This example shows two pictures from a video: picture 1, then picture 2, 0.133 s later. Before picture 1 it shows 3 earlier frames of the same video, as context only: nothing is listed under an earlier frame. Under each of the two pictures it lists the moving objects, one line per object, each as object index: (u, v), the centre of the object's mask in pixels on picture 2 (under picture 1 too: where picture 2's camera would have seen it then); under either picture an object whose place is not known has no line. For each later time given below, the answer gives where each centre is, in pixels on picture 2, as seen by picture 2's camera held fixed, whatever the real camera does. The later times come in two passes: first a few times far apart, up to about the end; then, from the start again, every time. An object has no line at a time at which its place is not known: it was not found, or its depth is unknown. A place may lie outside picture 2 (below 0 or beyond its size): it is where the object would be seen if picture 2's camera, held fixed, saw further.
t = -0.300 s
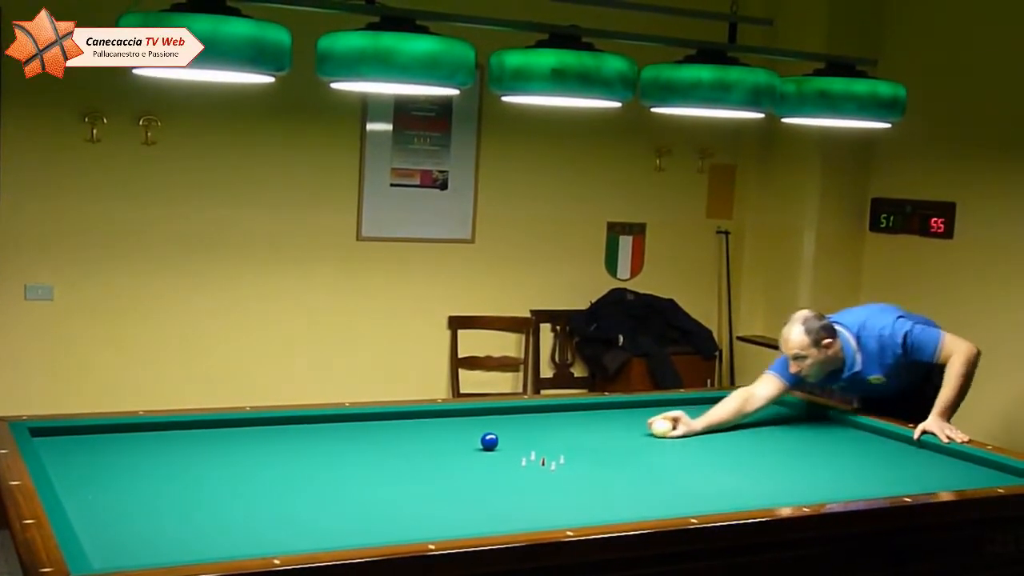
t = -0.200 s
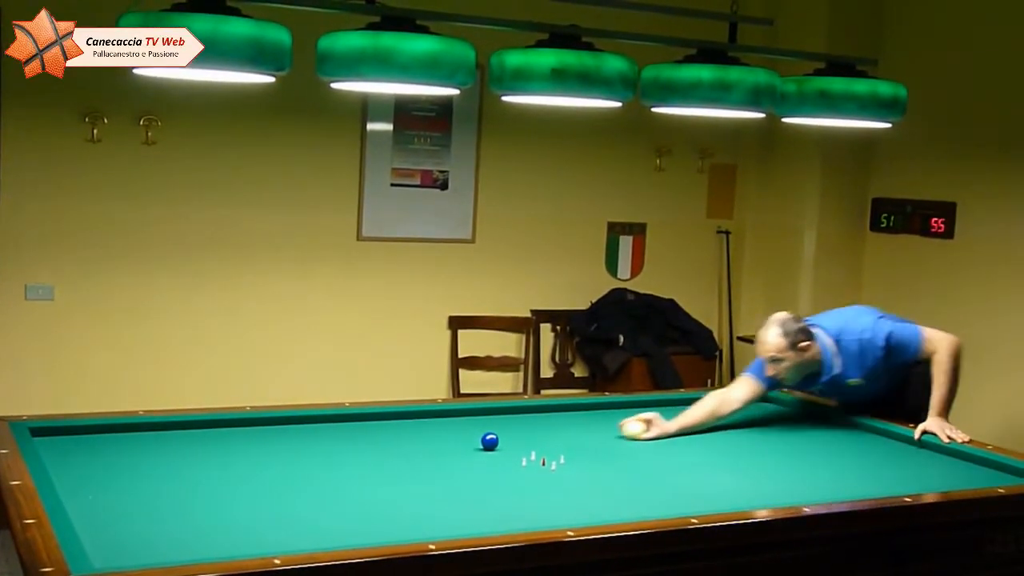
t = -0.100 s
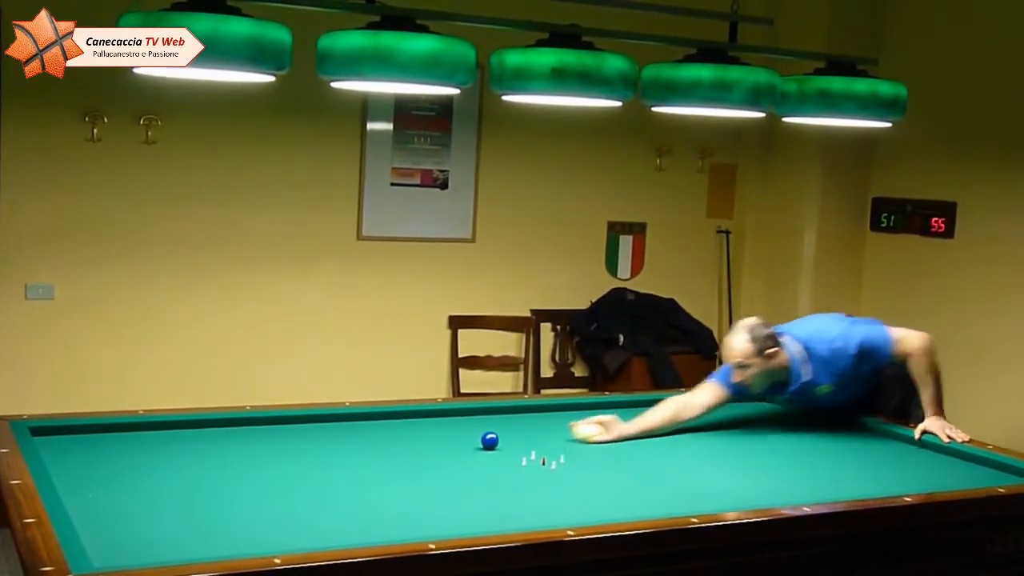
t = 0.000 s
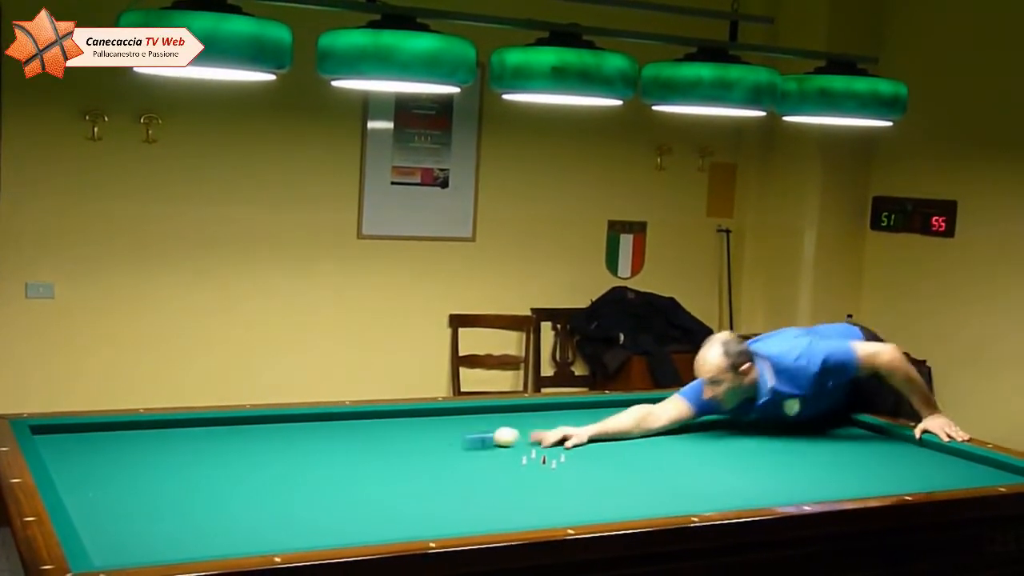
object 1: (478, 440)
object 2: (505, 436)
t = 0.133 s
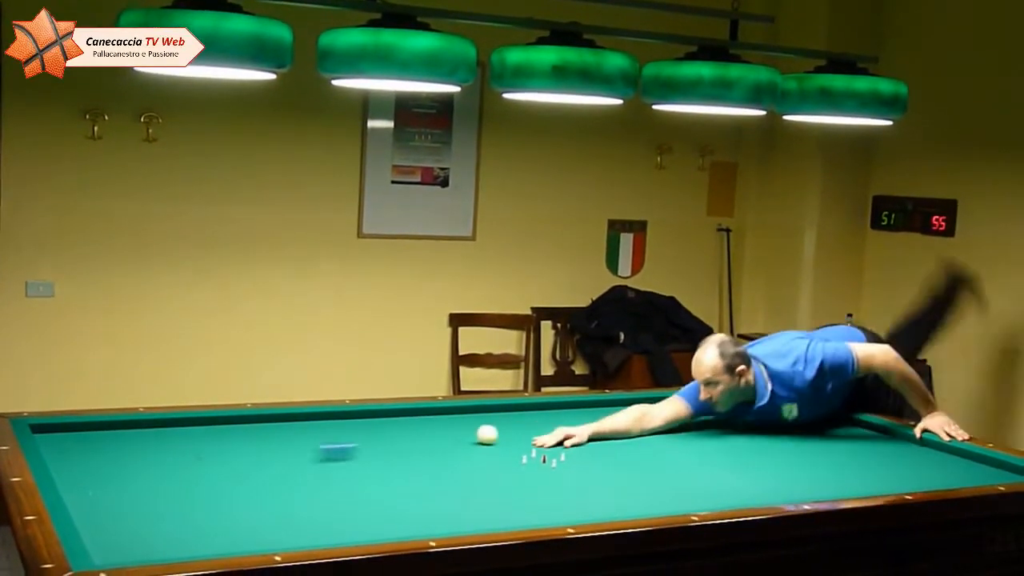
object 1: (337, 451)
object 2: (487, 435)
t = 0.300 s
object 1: (139, 468)
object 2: (468, 433)
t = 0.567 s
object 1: (253, 464)
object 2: (438, 431)
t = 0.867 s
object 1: (474, 451)
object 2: (405, 428)
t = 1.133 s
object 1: (620, 443)
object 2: (378, 426)
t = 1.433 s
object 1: (757, 434)
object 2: (349, 424)
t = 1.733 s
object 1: (869, 427)
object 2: (321, 421)
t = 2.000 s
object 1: (786, 433)
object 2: (297, 419)
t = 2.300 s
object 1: (710, 437)
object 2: (272, 417)
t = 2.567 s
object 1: (647, 440)
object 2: (257, 419)
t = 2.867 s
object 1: (573, 444)
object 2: (242, 421)
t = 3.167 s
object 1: (497, 448)
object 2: (227, 423)
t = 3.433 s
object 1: (426, 453)
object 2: (215, 425)
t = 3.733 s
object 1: (344, 456)
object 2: (201, 427)
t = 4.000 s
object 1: (267, 461)
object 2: (190, 428)
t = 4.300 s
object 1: (177, 465)
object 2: (177, 430)
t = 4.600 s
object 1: (84, 470)
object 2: (166, 432)
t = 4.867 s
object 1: (99, 469)
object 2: (156, 433)
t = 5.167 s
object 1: (149, 466)
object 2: (146, 435)
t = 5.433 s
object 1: (189, 463)
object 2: (138, 436)
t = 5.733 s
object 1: (232, 460)
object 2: (130, 437)
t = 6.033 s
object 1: (272, 457)
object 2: (123, 438)
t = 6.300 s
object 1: (306, 455)
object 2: (116, 439)
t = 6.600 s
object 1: (341, 452)
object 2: (110, 440)
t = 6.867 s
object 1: (371, 450)
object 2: (106, 441)
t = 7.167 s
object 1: (402, 448)
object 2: (102, 441)
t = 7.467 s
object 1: (432, 446)
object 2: (99, 441)
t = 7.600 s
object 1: (445, 446)
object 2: (98, 441)
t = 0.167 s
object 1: (300, 454)
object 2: (483, 434)
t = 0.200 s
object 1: (260, 458)
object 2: (479, 434)
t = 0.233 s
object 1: (220, 461)
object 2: (475, 434)
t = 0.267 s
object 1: (182, 464)
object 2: (472, 433)
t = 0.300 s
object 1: (139, 468)
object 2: (468, 433)
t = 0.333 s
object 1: (94, 472)
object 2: (464, 433)
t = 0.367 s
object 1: (66, 474)
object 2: (460, 433)
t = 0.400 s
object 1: (94, 474)
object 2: (456, 432)
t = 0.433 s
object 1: (130, 471)
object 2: (452, 432)
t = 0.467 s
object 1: (161, 469)
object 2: (449, 432)
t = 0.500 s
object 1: (194, 467)
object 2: (445, 431)
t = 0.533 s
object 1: (225, 466)
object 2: (441, 431)
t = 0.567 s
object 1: (253, 464)
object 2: (438, 431)
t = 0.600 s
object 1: (282, 462)
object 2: (434, 431)
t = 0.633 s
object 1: (309, 461)
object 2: (430, 430)
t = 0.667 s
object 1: (335, 459)
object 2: (427, 430)
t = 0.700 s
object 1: (360, 458)
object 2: (423, 430)
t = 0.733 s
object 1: (385, 456)
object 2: (420, 430)
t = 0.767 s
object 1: (408, 455)
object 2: (416, 429)
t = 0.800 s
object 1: (431, 454)
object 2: (412, 429)
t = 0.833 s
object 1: (453, 453)
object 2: (409, 429)
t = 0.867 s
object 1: (474, 451)
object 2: (405, 428)
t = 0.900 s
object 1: (494, 450)
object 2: (402, 428)
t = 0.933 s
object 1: (513, 449)
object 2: (399, 428)
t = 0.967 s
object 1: (533, 448)
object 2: (395, 428)
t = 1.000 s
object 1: (551, 447)
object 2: (392, 427)
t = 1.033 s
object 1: (569, 445)
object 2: (389, 427)
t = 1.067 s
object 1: (586, 445)
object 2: (385, 427)
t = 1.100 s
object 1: (603, 444)
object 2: (382, 426)
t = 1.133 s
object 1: (620, 443)
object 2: (378, 426)
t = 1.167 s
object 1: (635, 442)
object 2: (375, 426)
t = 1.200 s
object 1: (652, 441)
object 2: (372, 426)
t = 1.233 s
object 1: (668, 440)
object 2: (369, 425)
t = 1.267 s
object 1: (682, 439)
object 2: (365, 425)
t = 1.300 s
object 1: (698, 438)
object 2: (362, 425)
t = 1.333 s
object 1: (714, 437)
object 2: (359, 425)
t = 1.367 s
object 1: (729, 436)
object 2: (356, 424)
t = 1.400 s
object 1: (743, 435)
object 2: (352, 424)
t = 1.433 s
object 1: (757, 434)
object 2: (349, 424)
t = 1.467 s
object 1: (772, 433)
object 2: (346, 423)
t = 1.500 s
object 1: (786, 432)
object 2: (343, 423)
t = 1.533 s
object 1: (800, 431)
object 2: (340, 423)
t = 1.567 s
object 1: (814, 431)
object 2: (337, 423)
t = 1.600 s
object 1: (827, 429)
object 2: (334, 422)
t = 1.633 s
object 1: (841, 429)
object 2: (331, 422)
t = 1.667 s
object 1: (854, 428)
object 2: (328, 422)
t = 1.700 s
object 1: (866, 427)
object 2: (324, 422)
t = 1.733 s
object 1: (869, 427)
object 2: (321, 421)
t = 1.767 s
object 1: (859, 427)
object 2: (318, 421)
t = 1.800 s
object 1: (848, 428)
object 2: (315, 421)
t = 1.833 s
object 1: (837, 429)
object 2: (312, 421)
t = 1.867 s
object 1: (826, 430)
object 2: (309, 420)
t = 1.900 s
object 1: (815, 431)
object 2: (306, 420)
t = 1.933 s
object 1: (805, 431)
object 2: (303, 420)
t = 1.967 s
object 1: (796, 432)
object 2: (300, 420)
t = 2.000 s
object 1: (786, 433)
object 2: (297, 419)
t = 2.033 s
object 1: (776, 433)
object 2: (295, 419)
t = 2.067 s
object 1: (767, 434)
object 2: (292, 419)
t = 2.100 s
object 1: (758, 434)
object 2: (289, 418)
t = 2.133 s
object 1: (750, 434)
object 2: (286, 418)
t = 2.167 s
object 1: (741, 435)
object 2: (283, 418)
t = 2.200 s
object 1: (733, 435)
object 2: (280, 418)
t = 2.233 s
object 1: (725, 436)
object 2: (278, 418)
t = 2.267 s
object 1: (717, 436)
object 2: (274, 417)
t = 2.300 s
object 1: (710, 437)
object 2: (272, 417)
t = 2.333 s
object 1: (702, 437)
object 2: (269, 417)
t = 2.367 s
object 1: (694, 438)
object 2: (268, 417)
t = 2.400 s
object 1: (685, 438)
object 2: (266, 418)
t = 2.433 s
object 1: (678, 438)
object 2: (264, 418)
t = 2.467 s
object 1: (670, 439)
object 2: (262, 418)
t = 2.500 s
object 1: (662, 439)
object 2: (261, 418)
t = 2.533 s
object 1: (654, 440)
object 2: (259, 418)
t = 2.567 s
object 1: (647, 440)
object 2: (257, 419)
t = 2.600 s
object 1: (639, 441)
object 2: (256, 419)
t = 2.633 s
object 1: (630, 441)
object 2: (254, 419)
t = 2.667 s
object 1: (622, 442)
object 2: (252, 420)
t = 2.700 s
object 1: (614, 442)
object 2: (250, 420)
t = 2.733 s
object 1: (606, 443)
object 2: (249, 420)
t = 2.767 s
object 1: (597, 443)
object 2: (247, 420)
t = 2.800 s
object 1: (590, 443)
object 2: (246, 421)
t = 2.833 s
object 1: (581, 444)
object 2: (244, 421)
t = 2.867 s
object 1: (573, 444)
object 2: (242, 421)
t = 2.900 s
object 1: (565, 444)
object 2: (240, 421)
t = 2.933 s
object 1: (556, 445)
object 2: (239, 422)
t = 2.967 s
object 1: (548, 446)
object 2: (237, 422)
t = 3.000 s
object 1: (539, 446)
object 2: (235, 422)
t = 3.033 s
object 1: (531, 447)
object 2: (234, 422)
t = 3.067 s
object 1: (523, 447)
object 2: (232, 422)
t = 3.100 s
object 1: (514, 447)
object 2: (231, 423)
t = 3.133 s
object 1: (505, 448)
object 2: (229, 423)
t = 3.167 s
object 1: (497, 448)
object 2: (227, 423)
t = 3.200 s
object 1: (488, 449)
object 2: (226, 423)
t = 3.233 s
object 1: (479, 449)
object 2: (224, 424)
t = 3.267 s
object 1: (470, 450)
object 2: (223, 424)
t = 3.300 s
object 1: (461, 450)
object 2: (221, 424)
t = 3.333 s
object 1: (452, 451)
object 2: (219, 424)
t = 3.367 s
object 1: (444, 451)
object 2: (218, 424)
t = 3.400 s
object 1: (435, 452)
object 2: (216, 425)
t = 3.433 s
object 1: (426, 453)
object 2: (215, 425)
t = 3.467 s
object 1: (417, 453)
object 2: (213, 425)
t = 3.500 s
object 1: (408, 453)
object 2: (212, 425)
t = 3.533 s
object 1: (399, 454)
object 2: (210, 425)
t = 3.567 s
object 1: (390, 454)
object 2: (209, 425)
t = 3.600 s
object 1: (380, 455)
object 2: (207, 426)
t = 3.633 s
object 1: (371, 455)
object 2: (205, 426)
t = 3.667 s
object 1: (362, 456)
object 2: (204, 426)
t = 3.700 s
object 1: (352, 456)
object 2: (203, 426)
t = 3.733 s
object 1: (344, 456)
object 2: (201, 427)
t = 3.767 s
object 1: (334, 457)
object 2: (200, 427)
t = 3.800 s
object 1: (325, 457)
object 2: (198, 427)
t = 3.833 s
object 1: (315, 458)
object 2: (197, 427)
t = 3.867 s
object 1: (306, 459)
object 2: (196, 427)
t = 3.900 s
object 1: (296, 459)
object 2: (194, 428)
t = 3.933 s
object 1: (286, 460)
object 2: (192, 428)
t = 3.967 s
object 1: (276, 460)
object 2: (191, 428)
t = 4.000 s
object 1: (267, 461)
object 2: (190, 428)
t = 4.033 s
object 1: (257, 461)
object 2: (188, 428)
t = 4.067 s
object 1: (247, 461)
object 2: (187, 429)
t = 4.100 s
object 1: (237, 462)
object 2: (185, 429)
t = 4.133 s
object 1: (228, 462)
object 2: (184, 429)
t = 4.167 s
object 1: (218, 463)
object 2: (183, 429)
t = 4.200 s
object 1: (208, 464)
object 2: (181, 430)
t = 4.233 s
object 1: (198, 464)
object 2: (180, 430)
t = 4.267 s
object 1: (187, 465)
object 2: (178, 430)
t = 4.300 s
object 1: (177, 465)
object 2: (177, 430)
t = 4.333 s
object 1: (167, 466)
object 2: (176, 430)
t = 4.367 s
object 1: (157, 466)
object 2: (175, 430)
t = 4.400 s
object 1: (146, 467)
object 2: (173, 431)
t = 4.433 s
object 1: (136, 468)
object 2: (172, 431)
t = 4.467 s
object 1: (126, 468)
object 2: (171, 431)
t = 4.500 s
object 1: (115, 469)
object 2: (170, 431)
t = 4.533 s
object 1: (105, 470)
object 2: (168, 431)
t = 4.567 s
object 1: (94, 470)
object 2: (167, 431)
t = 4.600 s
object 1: (84, 470)
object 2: (166, 432)
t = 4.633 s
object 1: (73, 471)
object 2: (165, 432)
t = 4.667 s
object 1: (63, 471)
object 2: (163, 432)
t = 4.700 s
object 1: (62, 471)
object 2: (162, 432)
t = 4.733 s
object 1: (70, 471)
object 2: (161, 432)
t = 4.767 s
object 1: (79, 470)
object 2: (160, 432)
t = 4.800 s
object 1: (86, 470)
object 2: (159, 433)
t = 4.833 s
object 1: (93, 470)
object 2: (157, 433)
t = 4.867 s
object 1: (99, 469)
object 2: (156, 433)
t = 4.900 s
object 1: (106, 469)
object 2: (155, 433)
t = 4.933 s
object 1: (111, 469)
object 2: (154, 433)
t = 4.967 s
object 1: (116, 468)
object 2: (152, 434)
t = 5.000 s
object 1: (122, 468)
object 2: (151, 434)
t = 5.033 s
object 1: (127, 467)
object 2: (151, 434)
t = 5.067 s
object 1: (133, 467)
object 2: (149, 434)
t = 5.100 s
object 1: (138, 466)
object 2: (148, 434)
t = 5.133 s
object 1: (143, 466)
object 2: (147, 434)
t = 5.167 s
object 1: (149, 466)
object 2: (146, 435)
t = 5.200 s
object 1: (154, 465)
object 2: (145, 435)
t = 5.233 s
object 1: (159, 465)
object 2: (144, 435)
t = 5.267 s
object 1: (164, 465)
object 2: (143, 435)
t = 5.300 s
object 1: (169, 464)
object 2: (142, 435)
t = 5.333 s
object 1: (174, 464)
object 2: (141, 435)
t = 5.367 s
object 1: (179, 463)
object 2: (140, 436)
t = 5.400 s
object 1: (184, 463)
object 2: (139, 436)
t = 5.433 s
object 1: (189, 463)
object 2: (138, 436)
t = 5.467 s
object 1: (194, 463)
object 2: (137, 436)
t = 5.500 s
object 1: (199, 462)
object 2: (136, 436)
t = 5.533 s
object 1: (203, 462)
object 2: (135, 436)
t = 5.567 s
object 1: (208, 461)
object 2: (134, 437)
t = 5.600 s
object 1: (213, 461)
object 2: (133, 436)
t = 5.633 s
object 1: (218, 461)
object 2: (132, 437)
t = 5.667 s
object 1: (222, 461)
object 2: (132, 437)
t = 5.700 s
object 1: (227, 460)
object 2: (131, 437)
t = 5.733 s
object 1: (232, 460)
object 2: (130, 437)
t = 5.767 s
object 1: (236, 460)
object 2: (129, 437)
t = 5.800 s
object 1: (241, 460)
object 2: (128, 437)
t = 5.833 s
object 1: (245, 459)
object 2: (127, 437)
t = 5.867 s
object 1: (250, 459)
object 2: (126, 437)
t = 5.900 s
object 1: (254, 458)
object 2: (126, 437)
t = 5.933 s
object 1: (259, 458)
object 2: (125, 438)
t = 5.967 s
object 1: (263, 458)
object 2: (124, 438)
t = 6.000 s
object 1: (267, 458)
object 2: (123, 438)
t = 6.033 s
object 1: (272, 457)
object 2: (123, 438)
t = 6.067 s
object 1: (276, 457)
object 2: (122, 438)
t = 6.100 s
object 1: (280, 457)
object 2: (121, 438)
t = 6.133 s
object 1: (285, 457)
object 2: (120, 439)
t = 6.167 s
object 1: (289, 456)
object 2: (119, 439)
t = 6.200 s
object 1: (293, 456)
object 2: (118, 439)
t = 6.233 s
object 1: (297, 456)
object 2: (118, 439)
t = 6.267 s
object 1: (301, 456)
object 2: (117, 439)
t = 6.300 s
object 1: (306, 455)
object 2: (116, 439)
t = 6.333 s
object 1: (310, 455)
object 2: (116, 439)
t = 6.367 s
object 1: (314, 455)
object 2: (115, 439)
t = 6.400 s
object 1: (317, 454)
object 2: (114, 439)
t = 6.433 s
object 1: (321, 454)
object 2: (114, 439)
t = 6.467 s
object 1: (325, 454)
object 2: (113, 439)
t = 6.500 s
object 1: (329, 453)
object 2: (112, 439)
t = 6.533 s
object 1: (333, 453)
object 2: (112, 440)
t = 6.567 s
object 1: (337, 453)
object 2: (111, 440)
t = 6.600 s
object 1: (341, 452)
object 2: (110, 440)
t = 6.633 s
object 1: (345, 452)
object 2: (110, 440)
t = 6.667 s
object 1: (348, 452)
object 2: (109, 440)
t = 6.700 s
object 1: (352, 452)
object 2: (109, 440)
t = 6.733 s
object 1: (356, 452)
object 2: (108, 440)
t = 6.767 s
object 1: (360, 451)
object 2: (107, 440)
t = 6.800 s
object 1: (363, 451)
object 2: (106, 440)
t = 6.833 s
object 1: (367, 451)
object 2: (106, 441)
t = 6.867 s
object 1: (371, 450)
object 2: (106, 441)
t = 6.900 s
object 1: (374, 450)
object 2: (105, 440)
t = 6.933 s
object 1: (378, 450)
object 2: (105, 441)
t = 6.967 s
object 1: (381, 450)
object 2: (104, 441)
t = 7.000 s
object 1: (385, 449)
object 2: (104, 441)
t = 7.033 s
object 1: (389, 449)
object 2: (103, 441)
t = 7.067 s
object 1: (392, 449)
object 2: (103, 441)
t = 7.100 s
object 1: (396, 449)
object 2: (103, 441)
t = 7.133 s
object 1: (399, 449)
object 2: (103, 441)
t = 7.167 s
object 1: (402, 448)
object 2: (102, 441)
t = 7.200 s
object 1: (406, 449)
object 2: (102, 441)
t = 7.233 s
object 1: (409, 448)
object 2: (101, 441)
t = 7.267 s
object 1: (413, 448)
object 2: (101, 441)
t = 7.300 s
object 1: (416, 448)
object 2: (100, 441)
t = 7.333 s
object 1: (419, 447)
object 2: (100, 441)
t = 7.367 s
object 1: (422, 447)
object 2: (99, 441)
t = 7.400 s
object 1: (426, 447)
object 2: (99, 441)
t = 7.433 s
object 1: (429, 447)
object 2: (99, 441)
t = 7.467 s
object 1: (432, 446)
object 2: (99, 441)
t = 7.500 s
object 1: (436, 446)
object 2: (98, 441)
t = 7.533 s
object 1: (439, 446)
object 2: (98, 441)
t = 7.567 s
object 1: (442, 446)
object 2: (98, 441)
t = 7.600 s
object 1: (445, 446)
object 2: (98, 441)
